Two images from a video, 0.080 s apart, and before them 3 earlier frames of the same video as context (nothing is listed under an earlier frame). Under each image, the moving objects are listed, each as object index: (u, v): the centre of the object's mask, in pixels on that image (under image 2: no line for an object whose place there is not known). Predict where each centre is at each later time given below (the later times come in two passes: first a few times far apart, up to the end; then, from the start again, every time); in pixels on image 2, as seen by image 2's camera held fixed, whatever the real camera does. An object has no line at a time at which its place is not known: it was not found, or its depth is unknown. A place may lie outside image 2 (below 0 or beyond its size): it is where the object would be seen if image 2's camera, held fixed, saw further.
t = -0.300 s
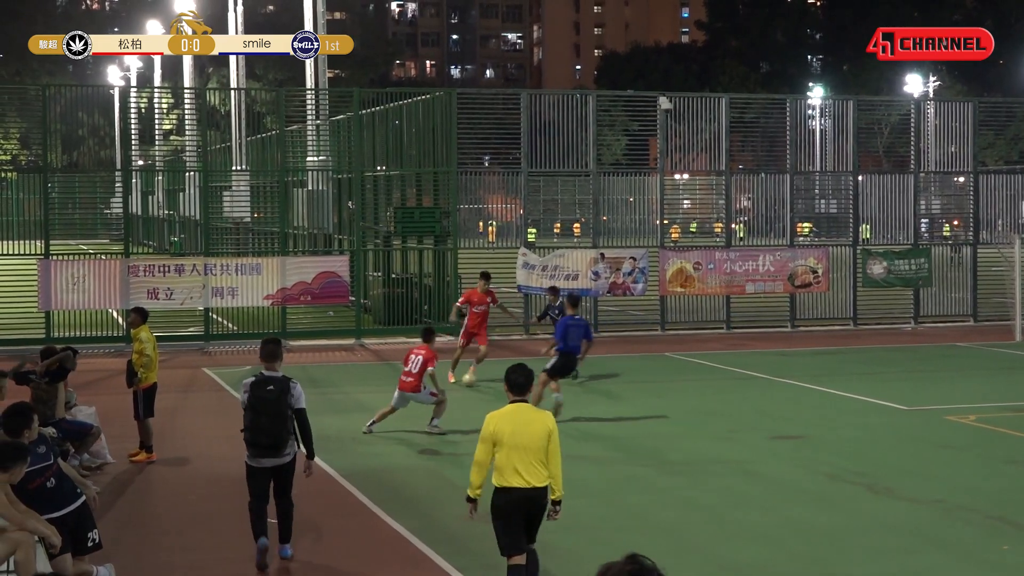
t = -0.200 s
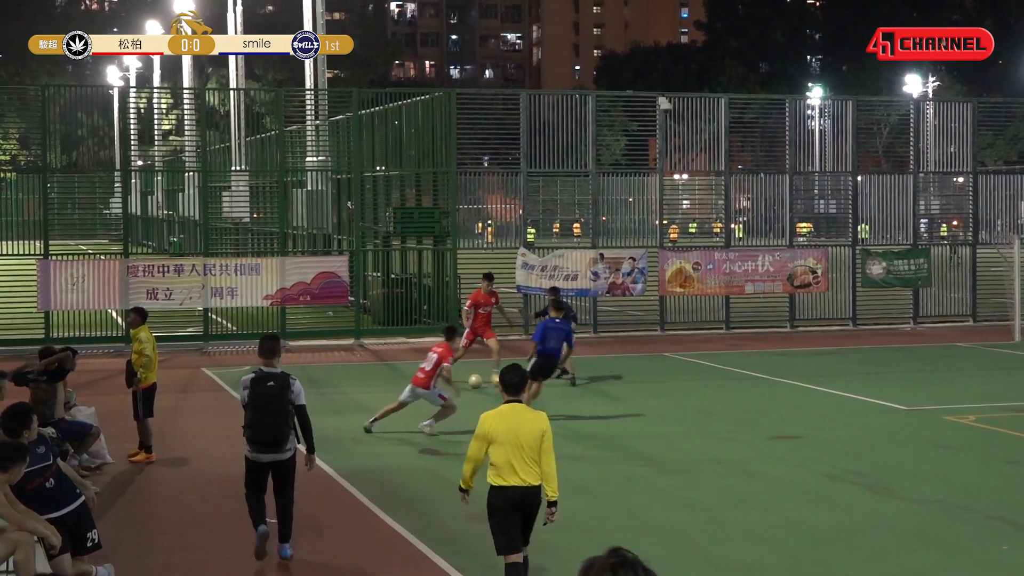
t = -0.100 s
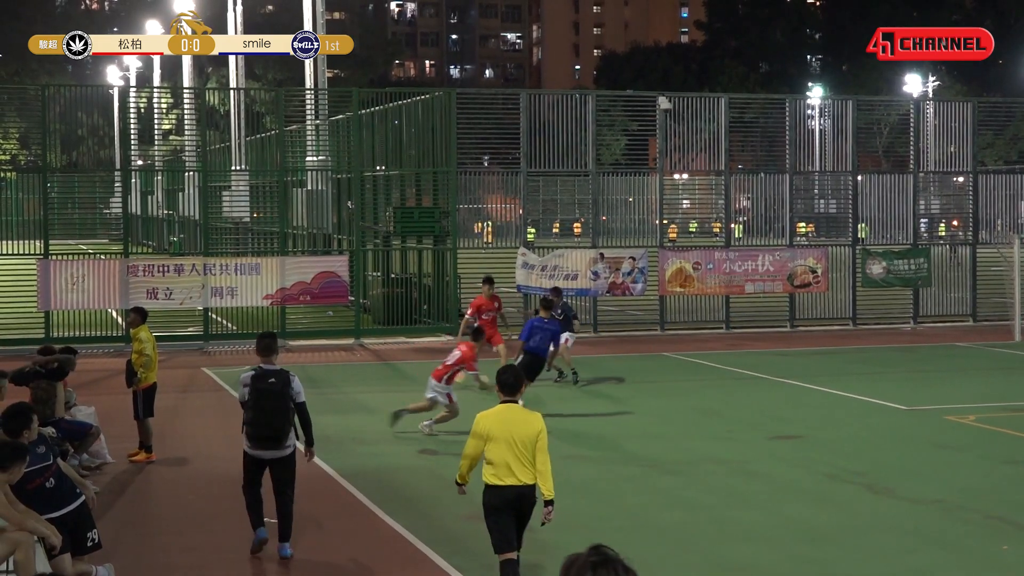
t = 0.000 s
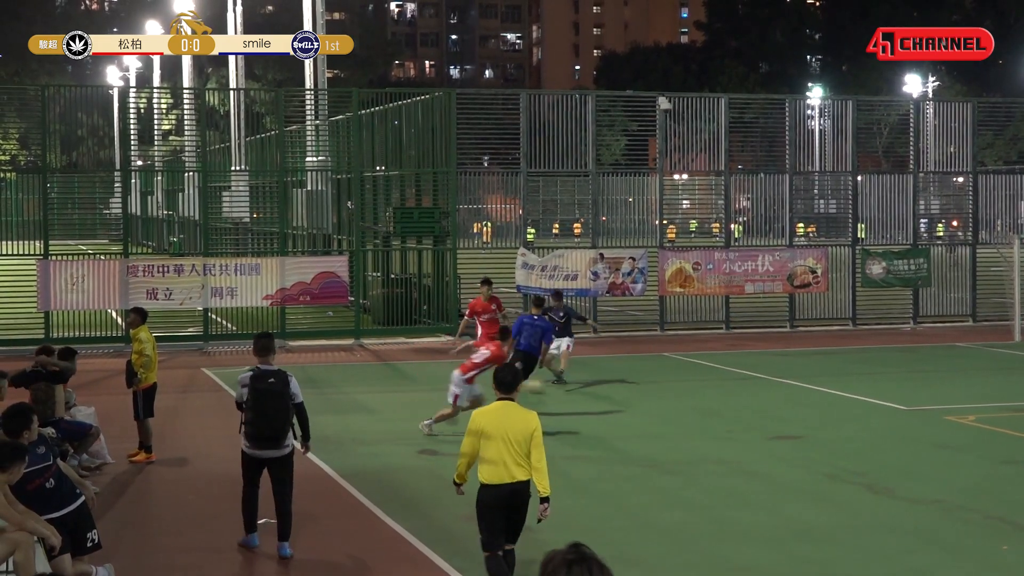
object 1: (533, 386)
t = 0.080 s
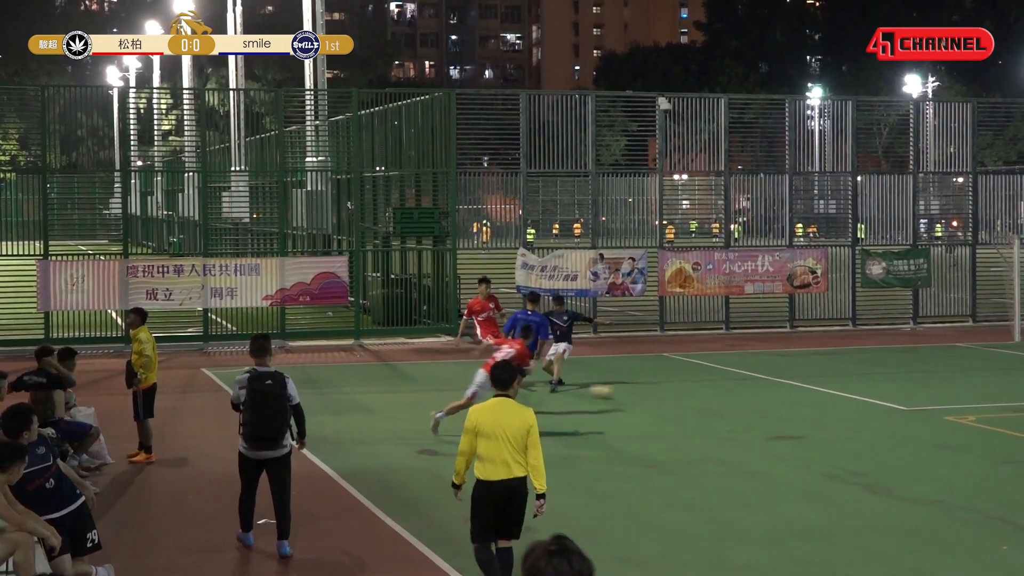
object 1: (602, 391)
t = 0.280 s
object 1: (769, 403)
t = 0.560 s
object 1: (979, 416)
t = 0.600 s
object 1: (1005, 419)
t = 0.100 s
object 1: (618, 392)
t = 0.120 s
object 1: (636, 393)
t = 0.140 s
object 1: (653, 394)
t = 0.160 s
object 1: (669, 396)
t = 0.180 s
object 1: (686, 397)
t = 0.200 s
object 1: (703, 398)
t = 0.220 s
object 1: (719, 399)
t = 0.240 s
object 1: (735, 400)
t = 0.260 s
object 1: (752, 401)
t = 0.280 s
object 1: (769, 403)
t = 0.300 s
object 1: (785, 404)
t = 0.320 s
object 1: (801, 405)
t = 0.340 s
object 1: (816, 405)
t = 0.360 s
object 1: (831, 406)
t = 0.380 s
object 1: (847, 408)
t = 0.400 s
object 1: (862, 409)
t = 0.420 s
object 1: (877, 409)
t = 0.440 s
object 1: (892, 411)
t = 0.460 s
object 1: (907, 411)
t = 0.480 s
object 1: (922, 413)
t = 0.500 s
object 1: (938, 414)
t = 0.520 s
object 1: (951, 415)
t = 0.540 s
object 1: (964, 415)
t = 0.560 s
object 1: (979, 416)
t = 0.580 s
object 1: (992, 418)
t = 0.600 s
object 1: (1005, 419)
